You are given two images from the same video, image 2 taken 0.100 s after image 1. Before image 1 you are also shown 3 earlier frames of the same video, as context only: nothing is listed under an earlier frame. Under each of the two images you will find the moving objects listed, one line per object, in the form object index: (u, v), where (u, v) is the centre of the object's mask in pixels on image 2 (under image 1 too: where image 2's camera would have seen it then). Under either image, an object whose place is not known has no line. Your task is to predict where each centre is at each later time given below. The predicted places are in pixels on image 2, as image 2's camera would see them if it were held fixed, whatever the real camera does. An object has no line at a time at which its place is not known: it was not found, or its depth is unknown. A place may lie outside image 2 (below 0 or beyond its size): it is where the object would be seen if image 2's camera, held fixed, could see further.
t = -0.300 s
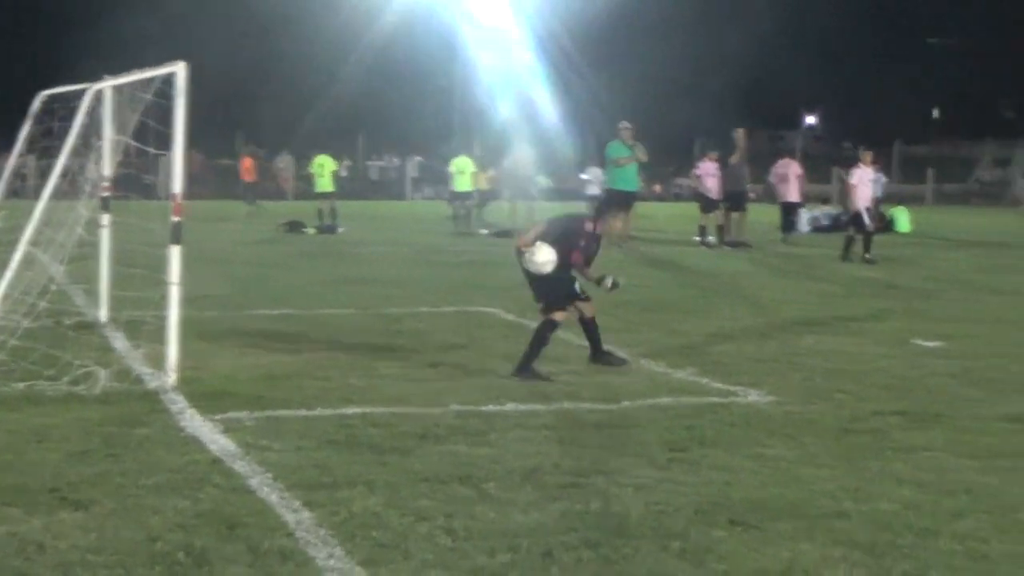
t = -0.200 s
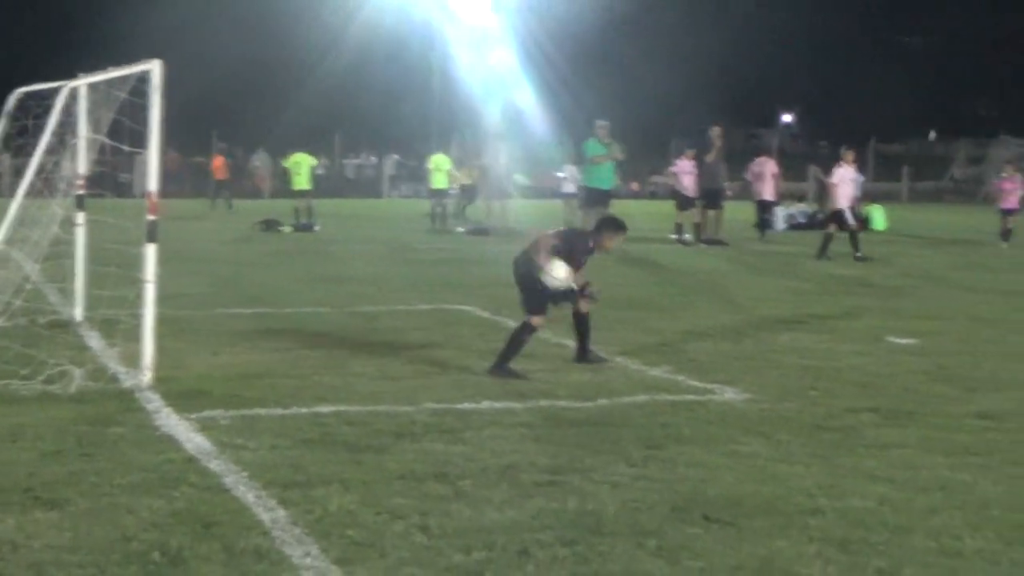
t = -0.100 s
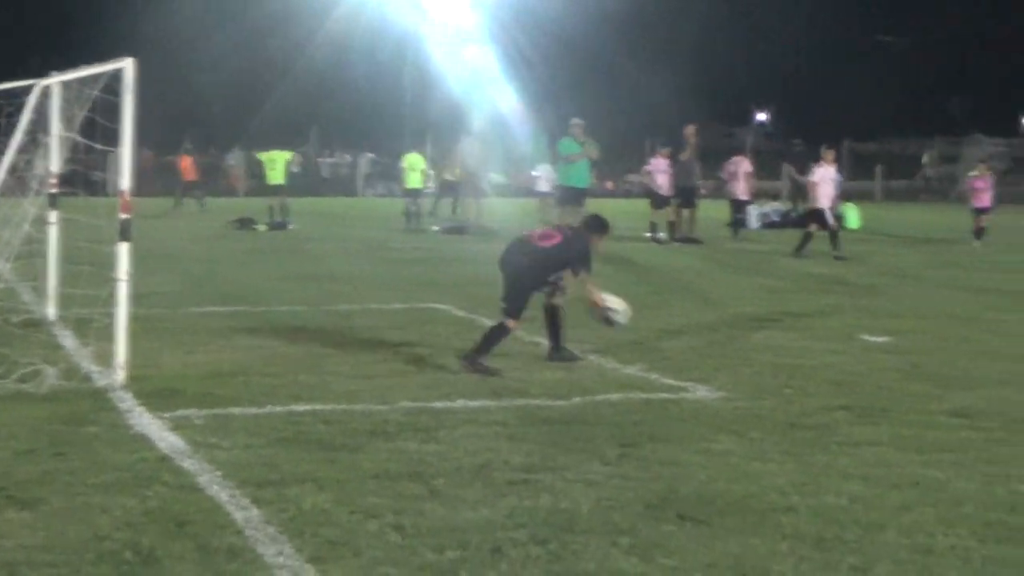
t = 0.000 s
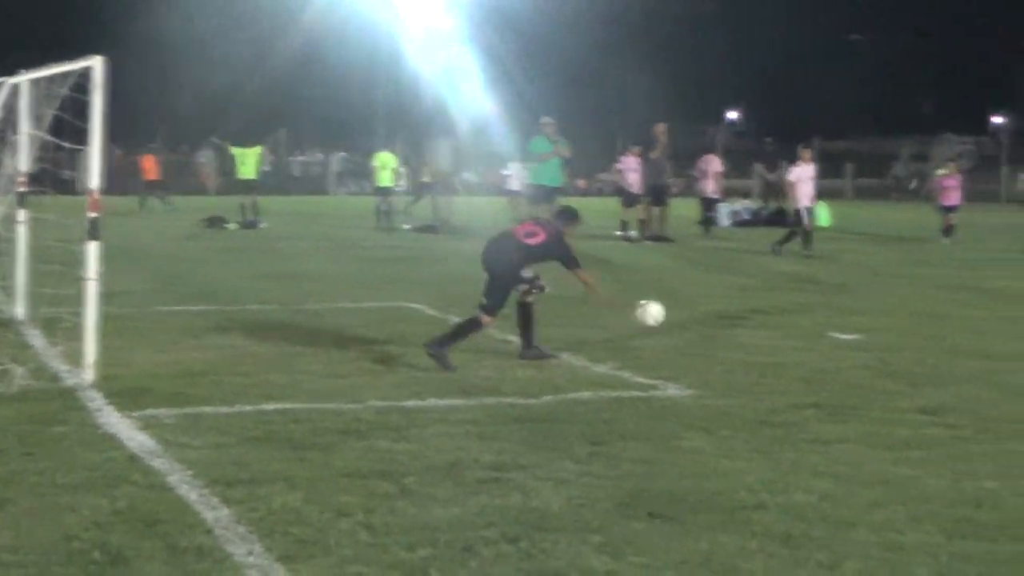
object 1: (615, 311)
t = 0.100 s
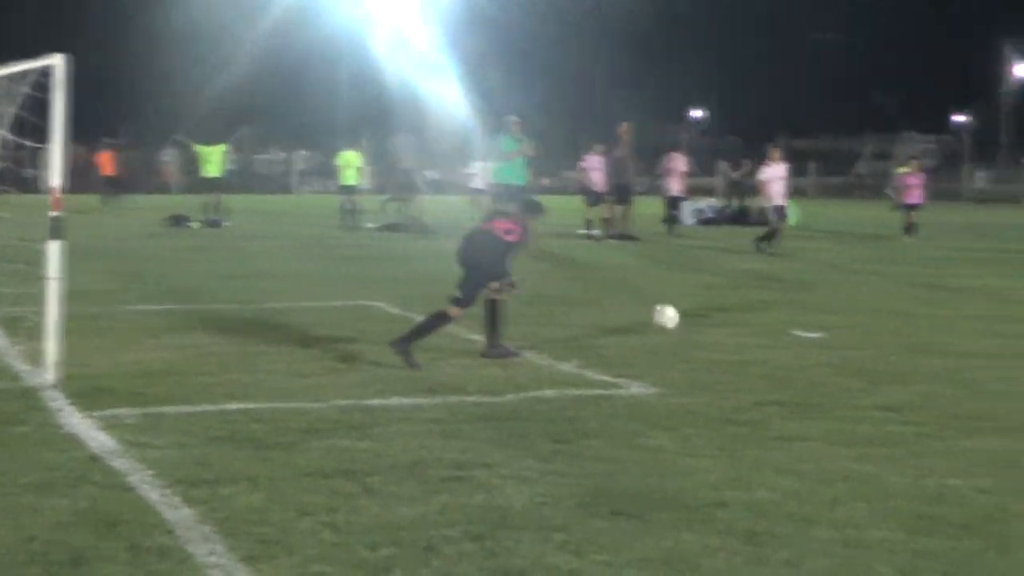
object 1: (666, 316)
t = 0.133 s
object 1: (678, 319)
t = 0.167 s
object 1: (691, 313)
